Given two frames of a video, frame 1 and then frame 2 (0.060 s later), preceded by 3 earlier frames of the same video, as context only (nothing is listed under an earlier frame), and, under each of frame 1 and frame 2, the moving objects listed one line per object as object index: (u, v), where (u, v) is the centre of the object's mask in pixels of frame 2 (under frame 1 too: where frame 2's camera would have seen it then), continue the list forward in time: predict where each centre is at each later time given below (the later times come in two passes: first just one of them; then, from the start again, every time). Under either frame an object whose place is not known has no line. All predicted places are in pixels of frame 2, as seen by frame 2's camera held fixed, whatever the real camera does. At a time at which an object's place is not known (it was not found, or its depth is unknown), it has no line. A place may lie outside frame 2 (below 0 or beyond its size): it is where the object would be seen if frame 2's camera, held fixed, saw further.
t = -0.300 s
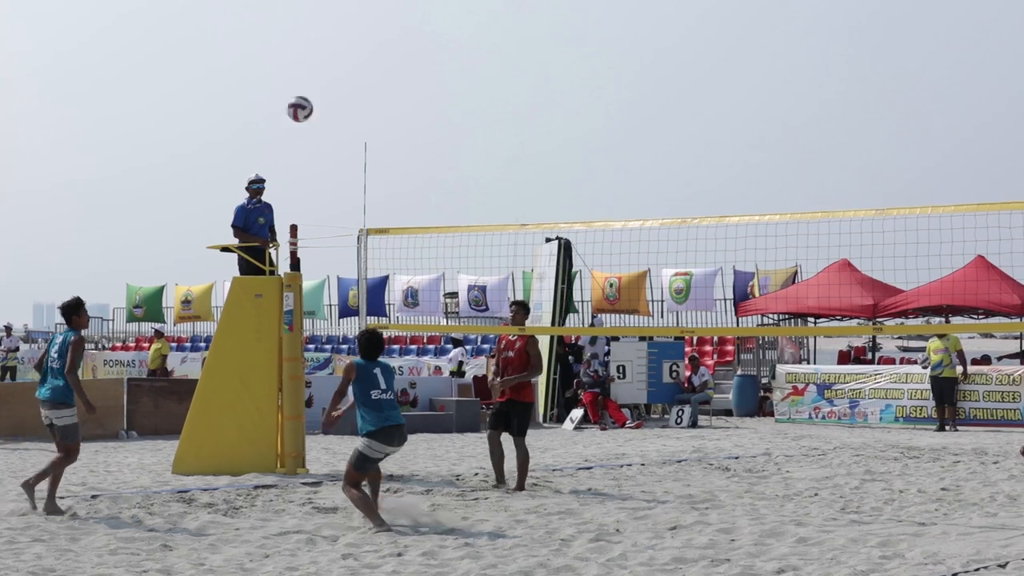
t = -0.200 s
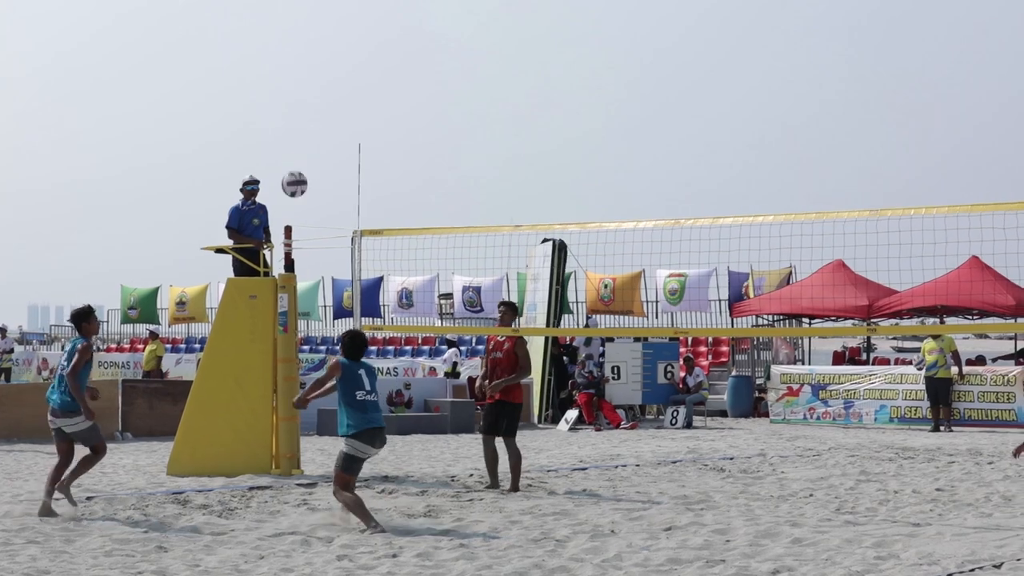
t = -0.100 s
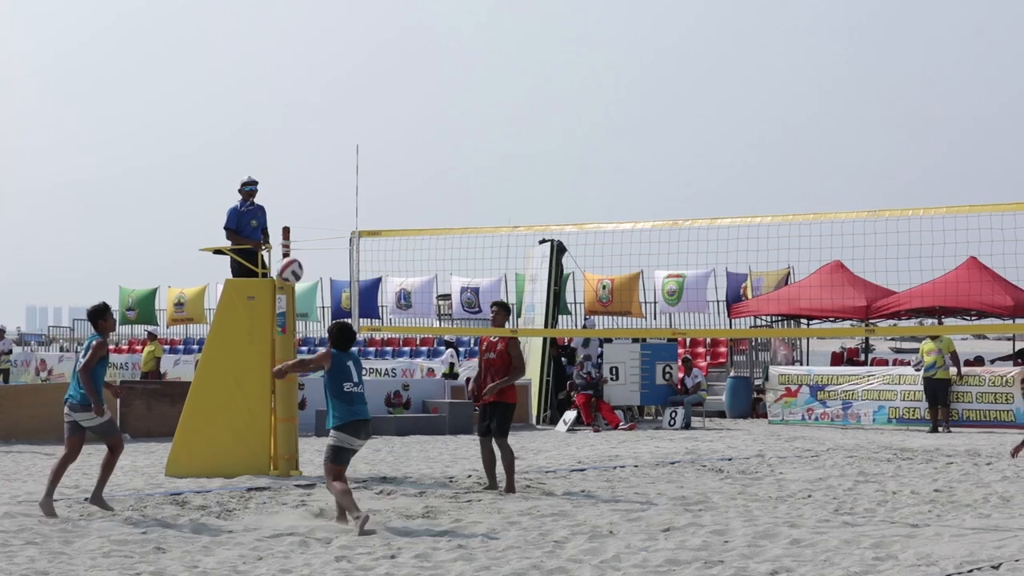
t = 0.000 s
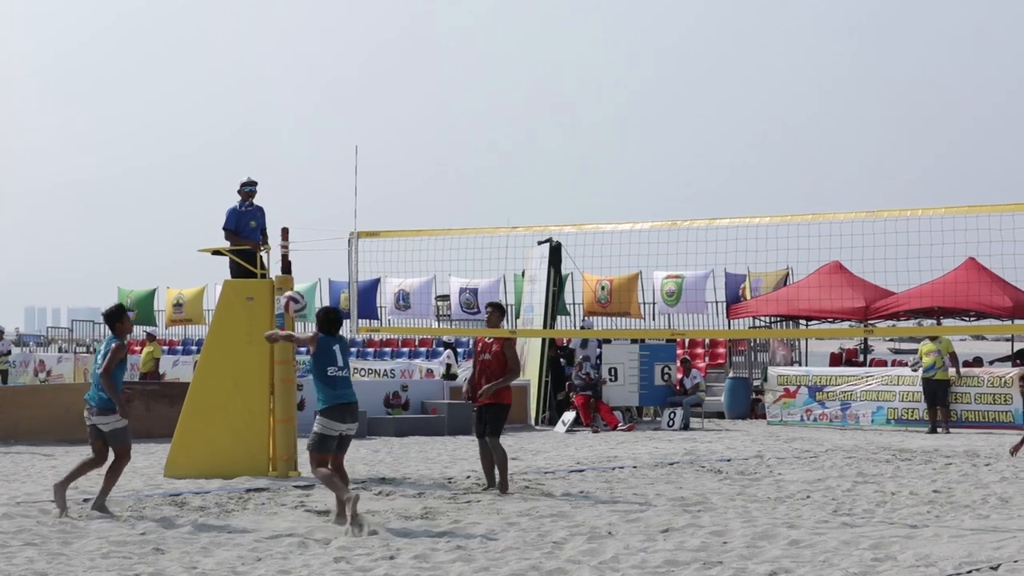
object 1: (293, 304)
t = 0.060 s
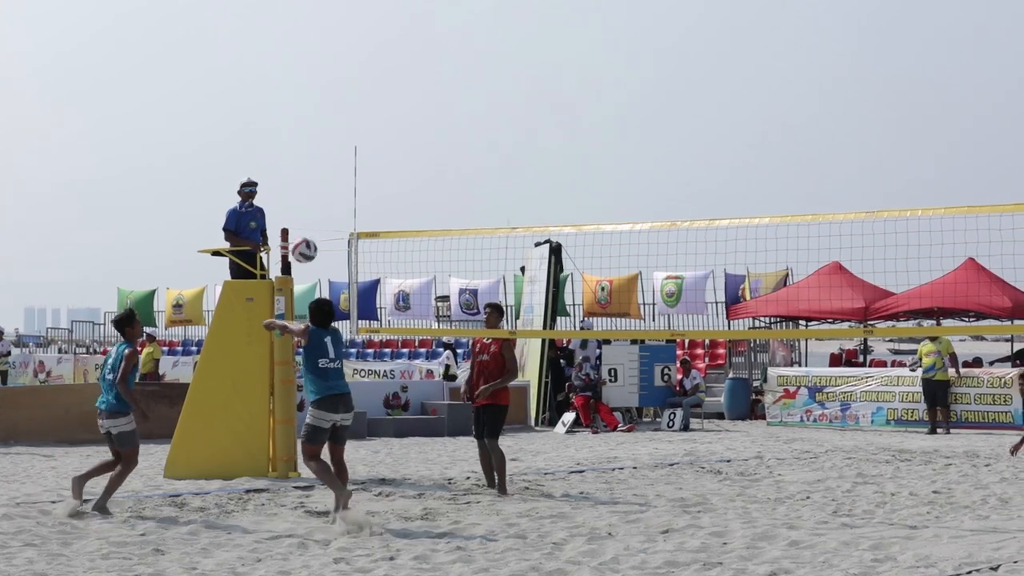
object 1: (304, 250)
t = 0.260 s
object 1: (338, 111)
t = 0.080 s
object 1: (308, 234)
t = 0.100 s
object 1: (311, 218)
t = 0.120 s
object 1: (315, 202)
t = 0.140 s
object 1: (318, 187)
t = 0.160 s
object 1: (322, 173)
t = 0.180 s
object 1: (325, 160)
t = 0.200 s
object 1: (328, 147)
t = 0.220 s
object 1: (332, 134)
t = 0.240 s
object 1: (335, 123)
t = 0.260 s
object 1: (338, 111)
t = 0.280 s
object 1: (341, 100)
